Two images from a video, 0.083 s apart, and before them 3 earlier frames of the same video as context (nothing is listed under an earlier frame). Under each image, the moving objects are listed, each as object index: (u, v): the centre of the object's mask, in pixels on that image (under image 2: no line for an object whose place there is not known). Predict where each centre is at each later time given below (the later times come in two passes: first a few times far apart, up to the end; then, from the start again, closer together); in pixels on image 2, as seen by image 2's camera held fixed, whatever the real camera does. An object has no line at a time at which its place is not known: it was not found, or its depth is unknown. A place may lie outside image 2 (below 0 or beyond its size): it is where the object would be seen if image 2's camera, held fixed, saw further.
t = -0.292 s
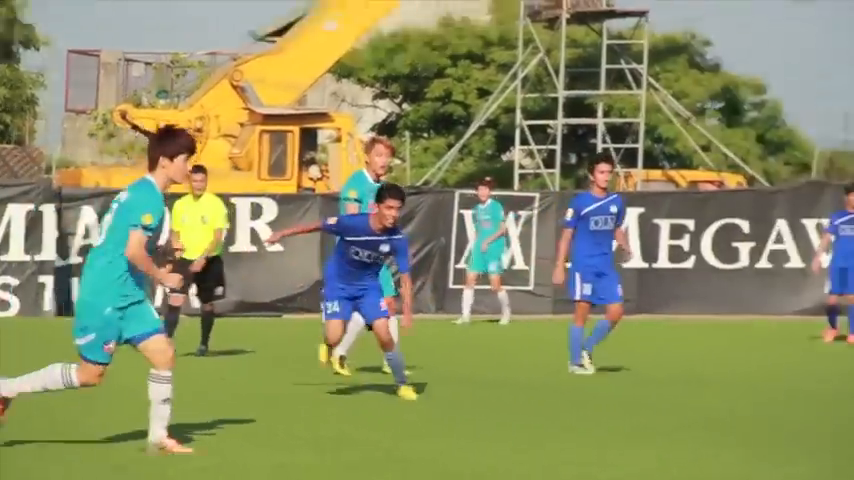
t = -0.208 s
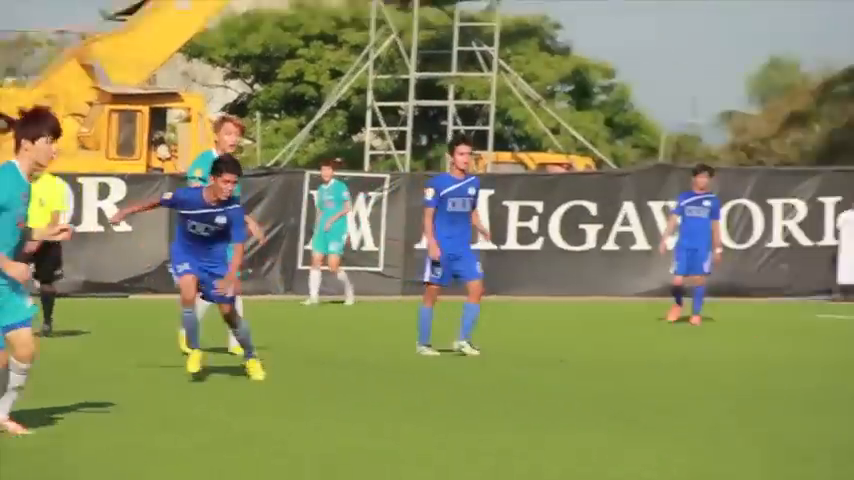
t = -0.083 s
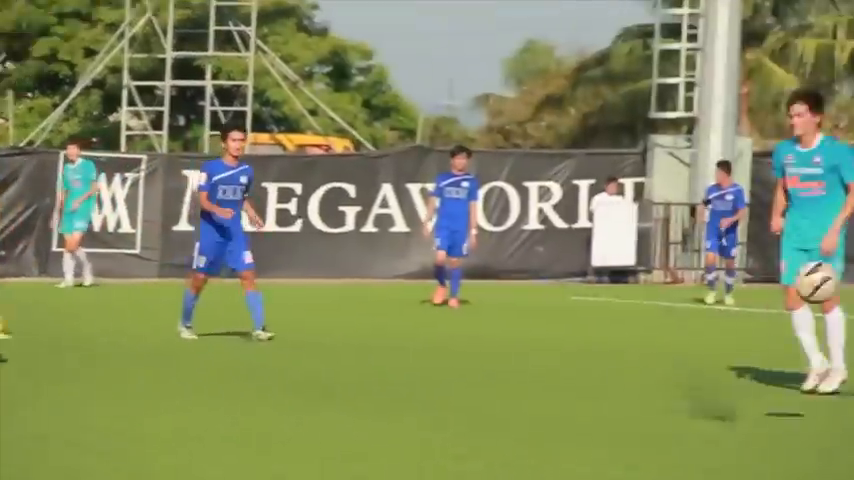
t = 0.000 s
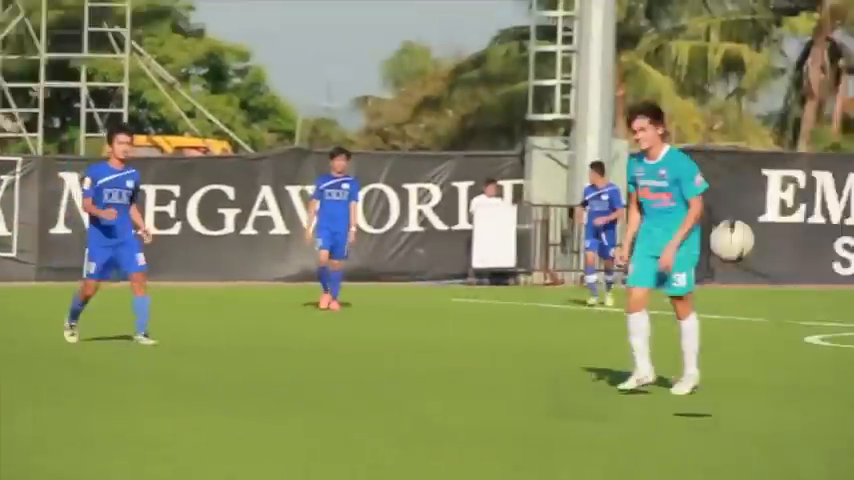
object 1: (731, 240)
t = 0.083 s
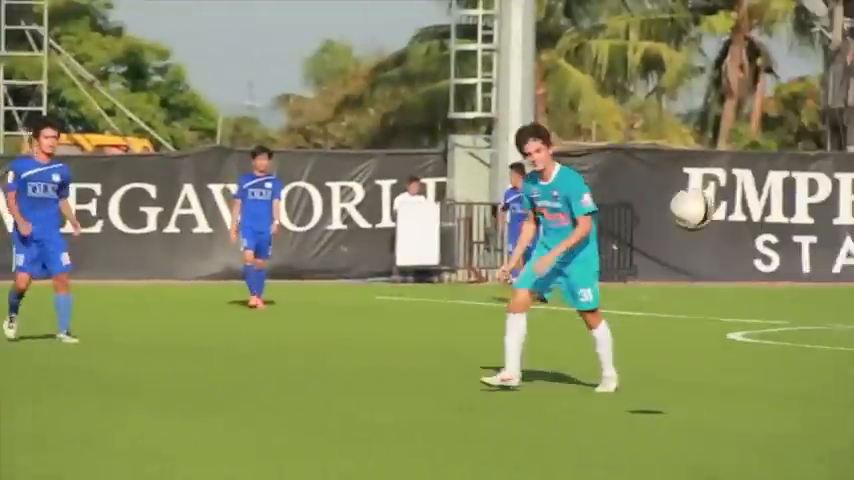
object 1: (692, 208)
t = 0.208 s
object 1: (750, 189)
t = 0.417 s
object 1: (853, 226)
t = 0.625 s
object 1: (953, 362)
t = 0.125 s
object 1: (711, 198)
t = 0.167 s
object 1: (729, 192)
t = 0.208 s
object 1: (750, 189)
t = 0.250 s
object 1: (771, 189)
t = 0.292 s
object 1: (791, 193)
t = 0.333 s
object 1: (811, 200)
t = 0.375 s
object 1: (831, 211)
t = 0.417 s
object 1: (853, 226)
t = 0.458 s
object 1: (873, 246)
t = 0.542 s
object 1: (912, 294)
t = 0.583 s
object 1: (932, 327)
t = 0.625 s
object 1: (953, 362)
